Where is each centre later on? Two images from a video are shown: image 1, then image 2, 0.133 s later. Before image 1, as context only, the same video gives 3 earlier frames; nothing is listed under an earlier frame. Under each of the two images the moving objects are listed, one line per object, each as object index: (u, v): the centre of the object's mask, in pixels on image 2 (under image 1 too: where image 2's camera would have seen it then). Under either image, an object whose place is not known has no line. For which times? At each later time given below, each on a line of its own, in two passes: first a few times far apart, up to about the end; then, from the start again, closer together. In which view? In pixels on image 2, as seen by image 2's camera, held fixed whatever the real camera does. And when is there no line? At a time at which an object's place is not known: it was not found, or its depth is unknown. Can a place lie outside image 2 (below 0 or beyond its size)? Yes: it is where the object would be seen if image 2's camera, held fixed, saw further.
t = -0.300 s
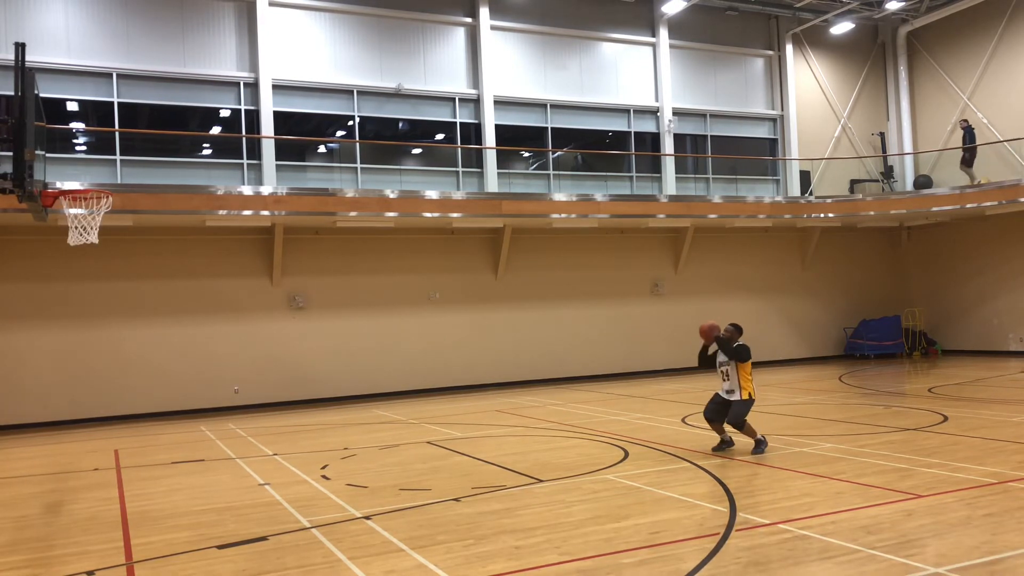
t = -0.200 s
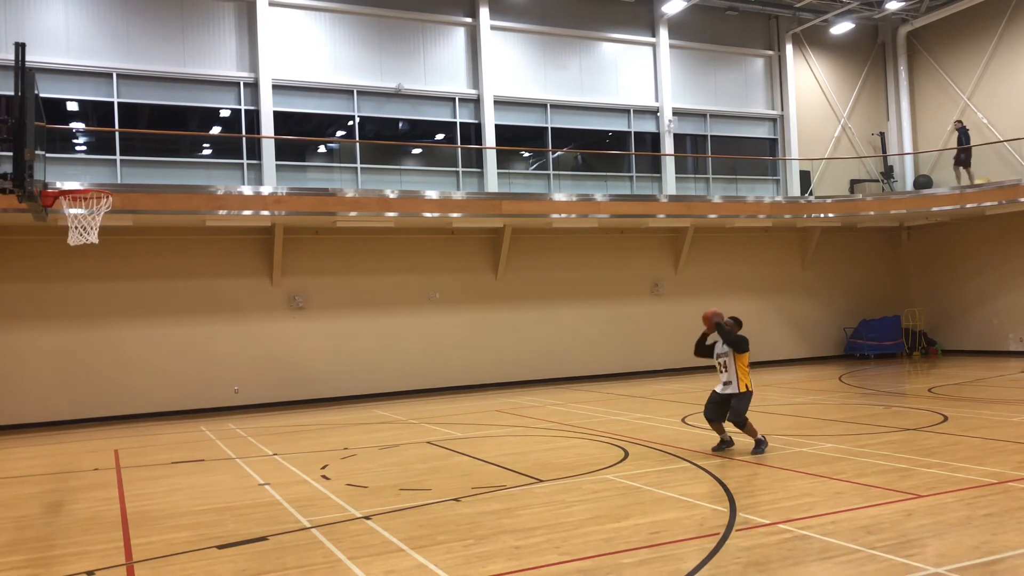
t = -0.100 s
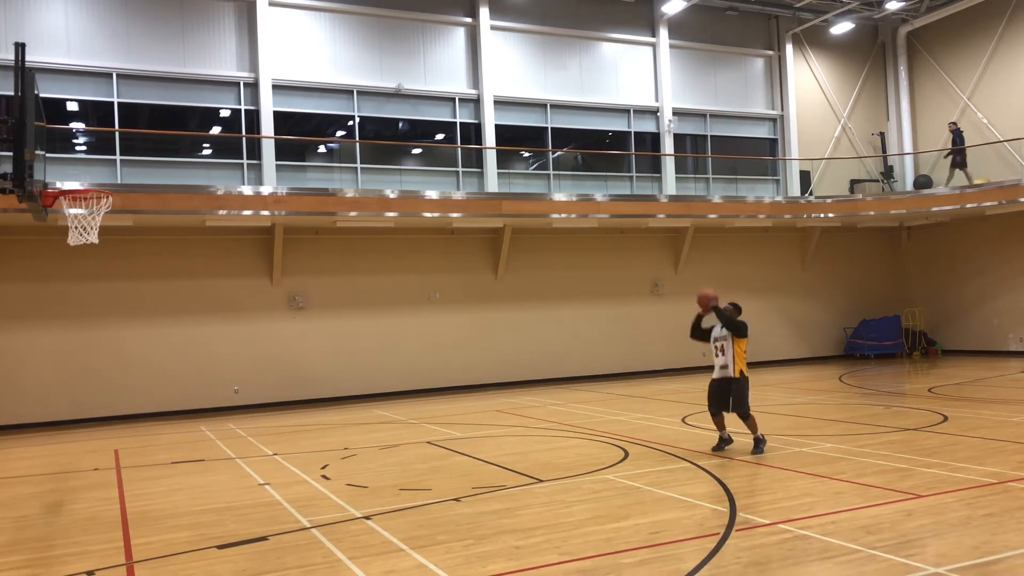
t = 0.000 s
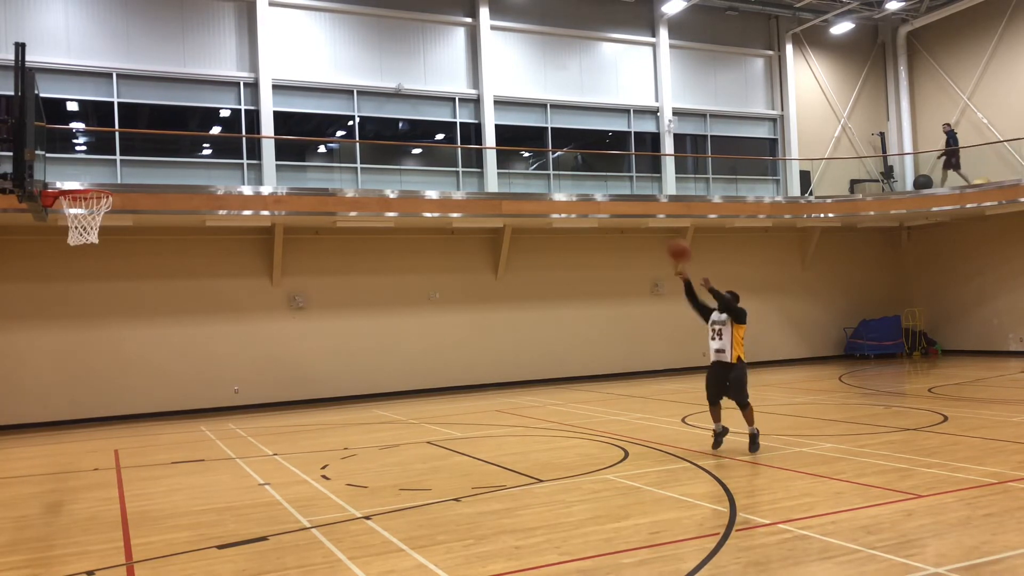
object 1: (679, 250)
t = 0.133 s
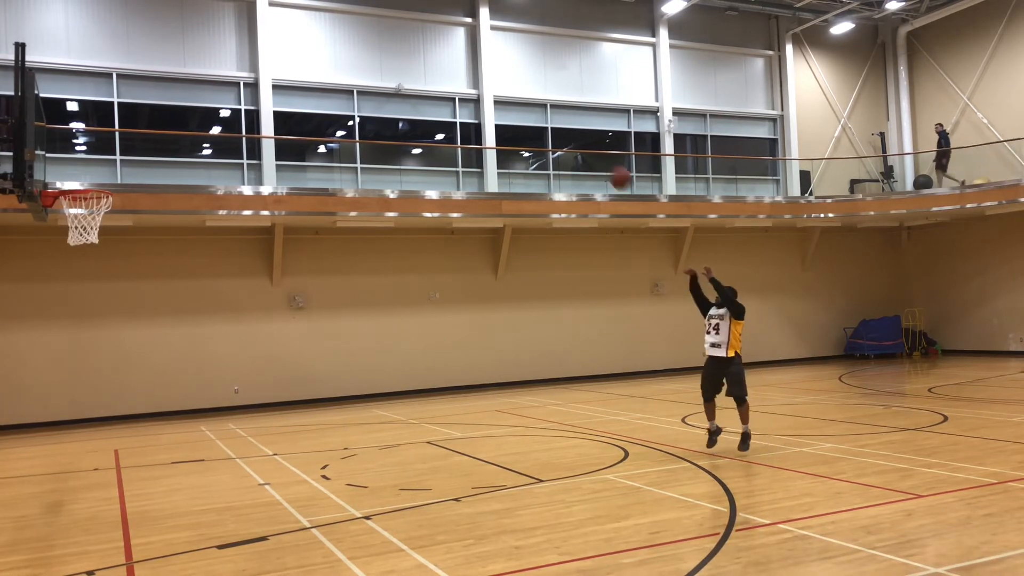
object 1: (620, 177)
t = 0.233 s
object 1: (577, 134)
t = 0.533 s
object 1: (446, 45)
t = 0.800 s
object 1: (329, 31)
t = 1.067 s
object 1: (210, 81)
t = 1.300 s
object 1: (105, 180)
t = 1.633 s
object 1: (31, 306)
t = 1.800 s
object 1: (10, 395)
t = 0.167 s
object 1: (606, 162)
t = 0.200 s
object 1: (591, 147)
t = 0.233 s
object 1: (577, 134)
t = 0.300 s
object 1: (547, 108)
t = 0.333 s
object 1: (533, 95)
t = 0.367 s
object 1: (518, 84)
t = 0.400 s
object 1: (504, 75)
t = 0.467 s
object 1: (474, 58)
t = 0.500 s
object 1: (460, 51)
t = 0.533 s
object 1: (446, 45)
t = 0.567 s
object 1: (431, 40)
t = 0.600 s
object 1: (417, 36)
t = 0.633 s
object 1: (402, 33)
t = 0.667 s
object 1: (388, 31)
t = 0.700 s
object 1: (373, 29)
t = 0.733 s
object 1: (358, 29)
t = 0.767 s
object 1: (343, 29)
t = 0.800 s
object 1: (329, 31)
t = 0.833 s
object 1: (314, 33)
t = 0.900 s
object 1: (284, 42)
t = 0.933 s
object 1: (270, 47)
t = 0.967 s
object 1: (255, 54)
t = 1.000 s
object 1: (240, 62)
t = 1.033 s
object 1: (225, 70)
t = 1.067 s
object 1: (210, 81)
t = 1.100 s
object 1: (196, 92)
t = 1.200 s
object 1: (150, 132)
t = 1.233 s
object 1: (136, 146)
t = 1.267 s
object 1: (120, 164)
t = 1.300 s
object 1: (105, 180)
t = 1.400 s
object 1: (66, 230)
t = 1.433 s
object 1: (62, 238)
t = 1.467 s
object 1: (56, 246)
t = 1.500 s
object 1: (51, 256)
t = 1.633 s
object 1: (31, 306)
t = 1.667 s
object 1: (26, 322)
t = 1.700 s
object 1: (21, 339)
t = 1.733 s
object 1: (16, 356)
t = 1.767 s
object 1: (12, 375)
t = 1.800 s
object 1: (10, 395)
